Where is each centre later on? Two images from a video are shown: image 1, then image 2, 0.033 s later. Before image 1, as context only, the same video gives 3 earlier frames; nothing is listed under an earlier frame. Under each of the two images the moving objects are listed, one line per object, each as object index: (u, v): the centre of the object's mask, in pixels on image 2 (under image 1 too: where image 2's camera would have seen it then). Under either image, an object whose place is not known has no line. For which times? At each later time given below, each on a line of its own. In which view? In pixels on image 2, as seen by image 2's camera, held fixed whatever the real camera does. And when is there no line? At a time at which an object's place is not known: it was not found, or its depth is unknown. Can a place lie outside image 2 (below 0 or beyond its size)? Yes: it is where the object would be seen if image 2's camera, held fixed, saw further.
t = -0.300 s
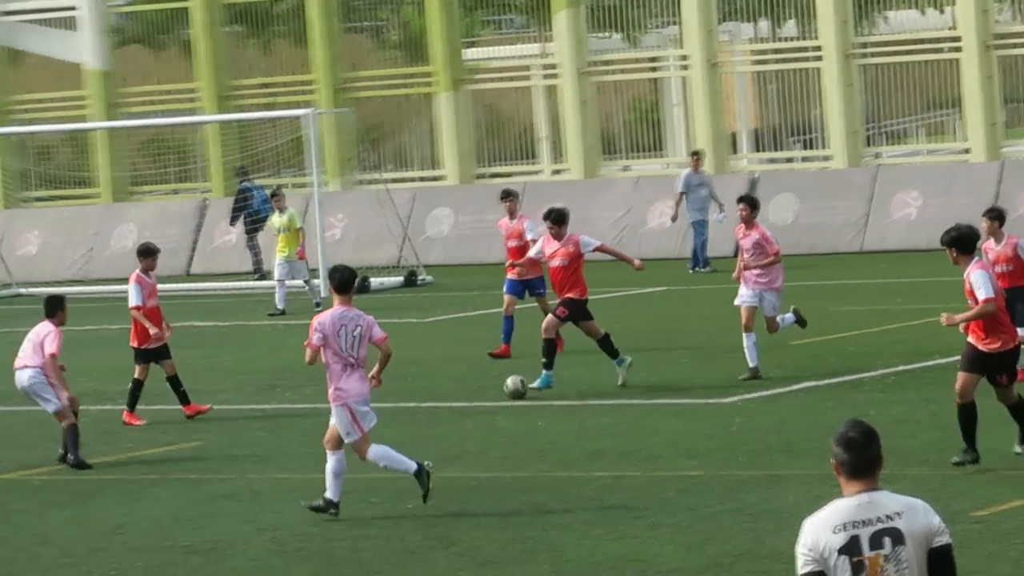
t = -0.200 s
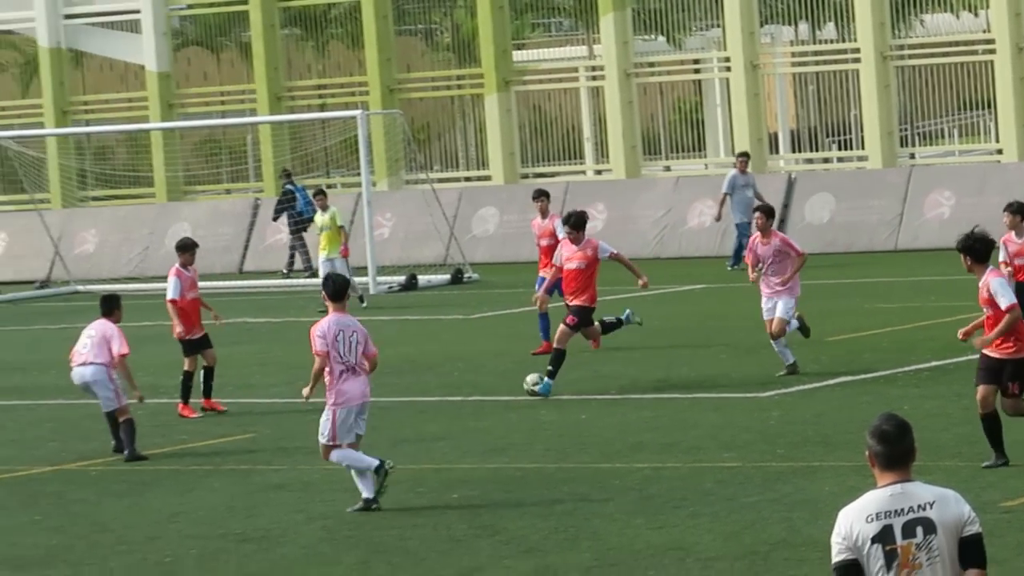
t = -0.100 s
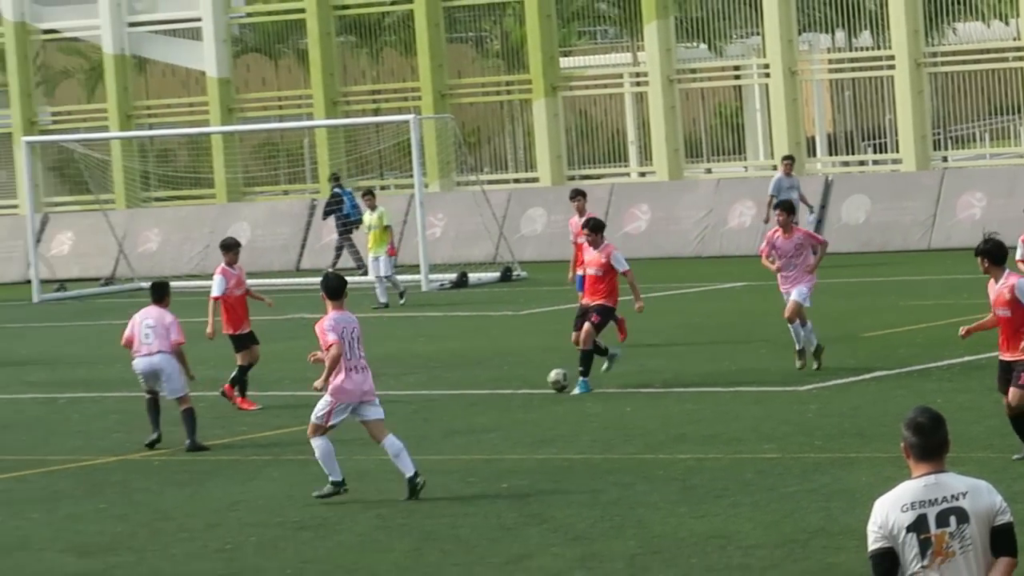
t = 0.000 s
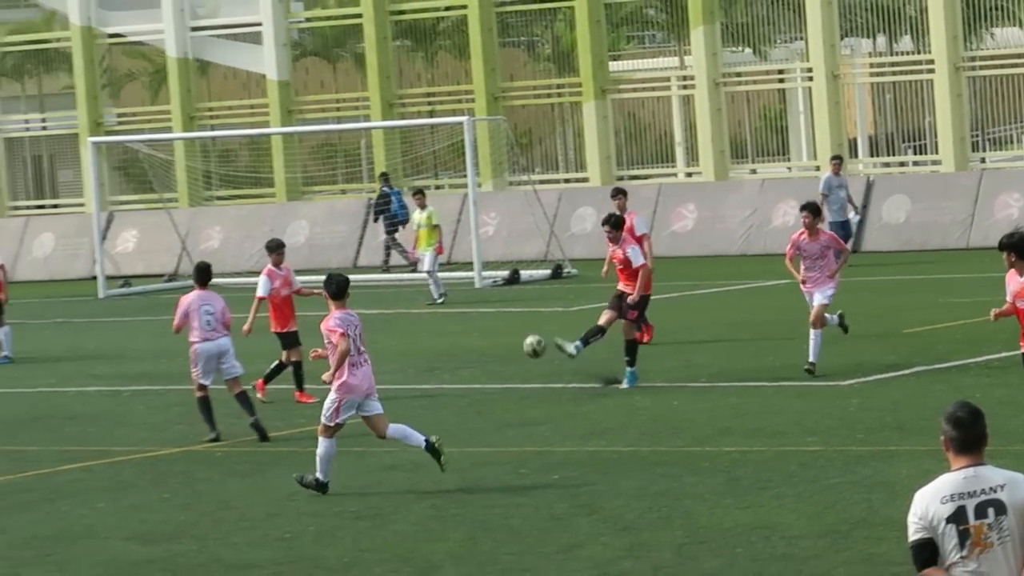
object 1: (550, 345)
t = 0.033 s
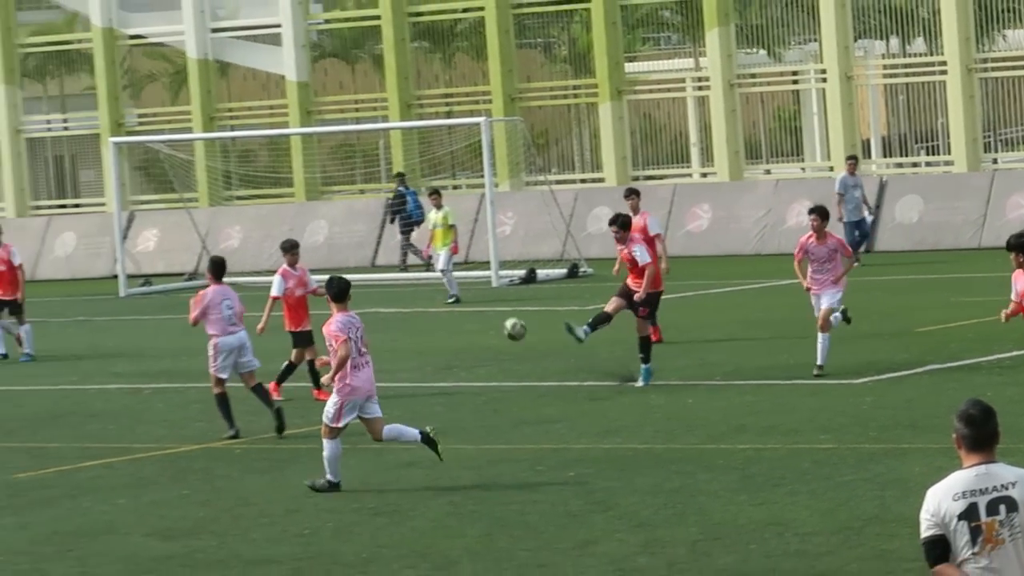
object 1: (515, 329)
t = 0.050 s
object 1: (496, 322)
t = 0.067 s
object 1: (478, 314)
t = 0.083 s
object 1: (460, 307)
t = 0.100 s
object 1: (441, 300)
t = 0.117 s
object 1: (423, 293)
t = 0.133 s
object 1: (404, 288)
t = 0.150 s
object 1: (386, 280)
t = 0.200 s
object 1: (333, 265)
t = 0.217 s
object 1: (315, 261)
